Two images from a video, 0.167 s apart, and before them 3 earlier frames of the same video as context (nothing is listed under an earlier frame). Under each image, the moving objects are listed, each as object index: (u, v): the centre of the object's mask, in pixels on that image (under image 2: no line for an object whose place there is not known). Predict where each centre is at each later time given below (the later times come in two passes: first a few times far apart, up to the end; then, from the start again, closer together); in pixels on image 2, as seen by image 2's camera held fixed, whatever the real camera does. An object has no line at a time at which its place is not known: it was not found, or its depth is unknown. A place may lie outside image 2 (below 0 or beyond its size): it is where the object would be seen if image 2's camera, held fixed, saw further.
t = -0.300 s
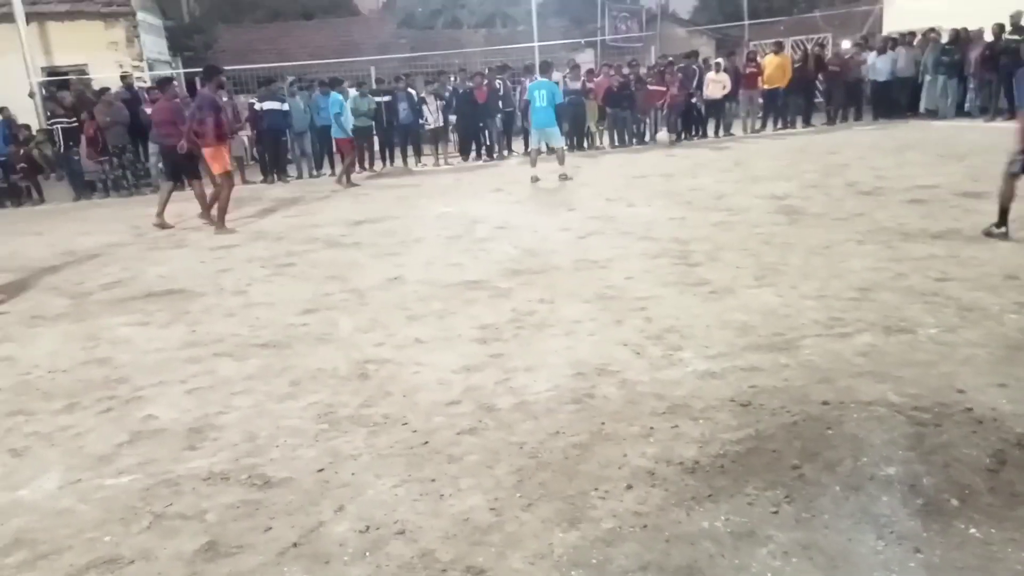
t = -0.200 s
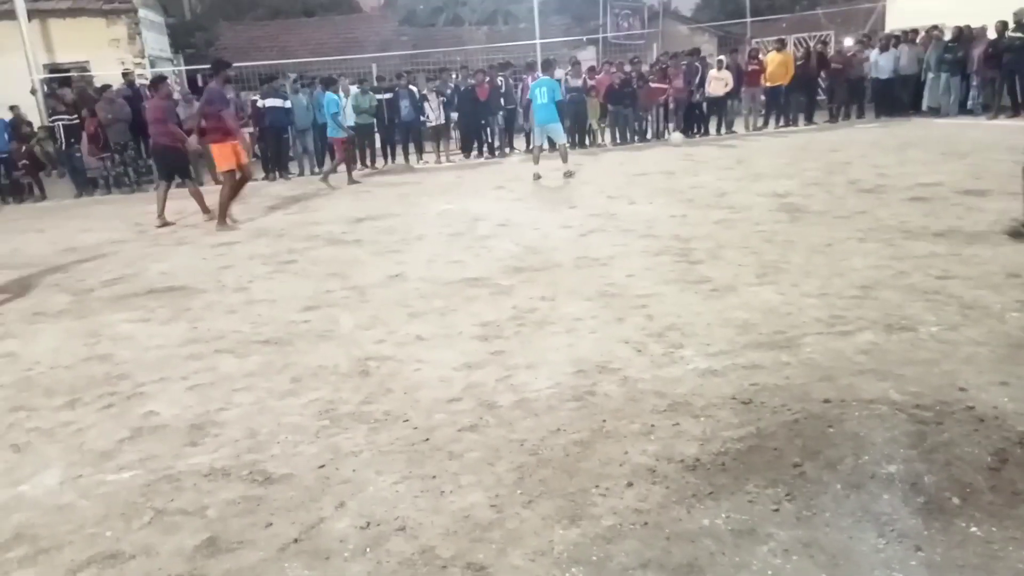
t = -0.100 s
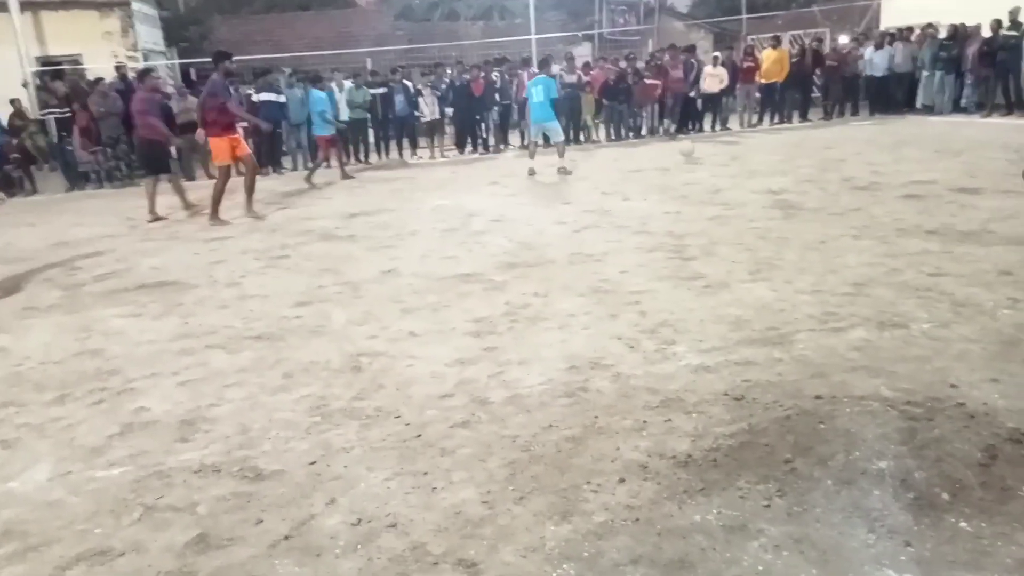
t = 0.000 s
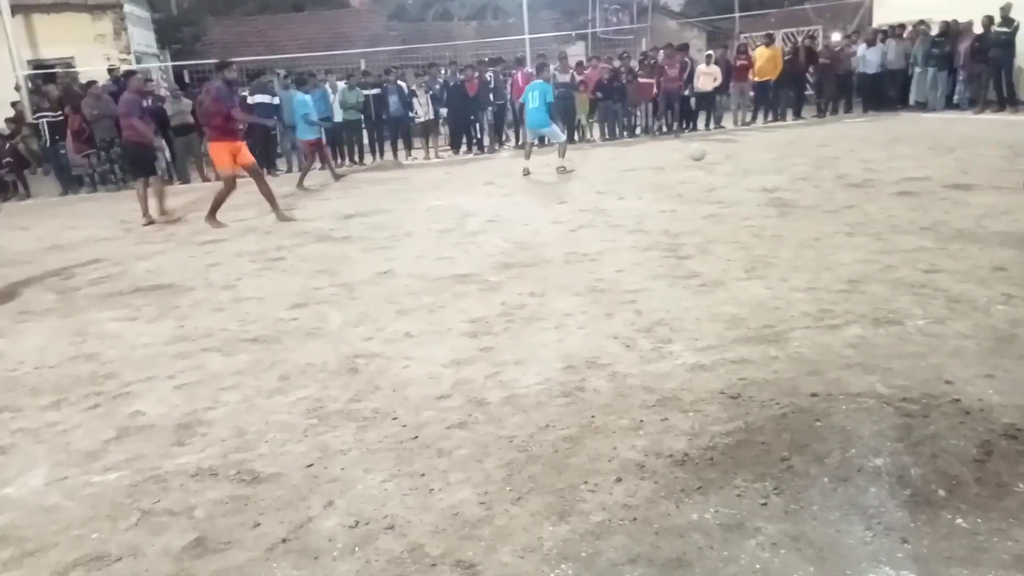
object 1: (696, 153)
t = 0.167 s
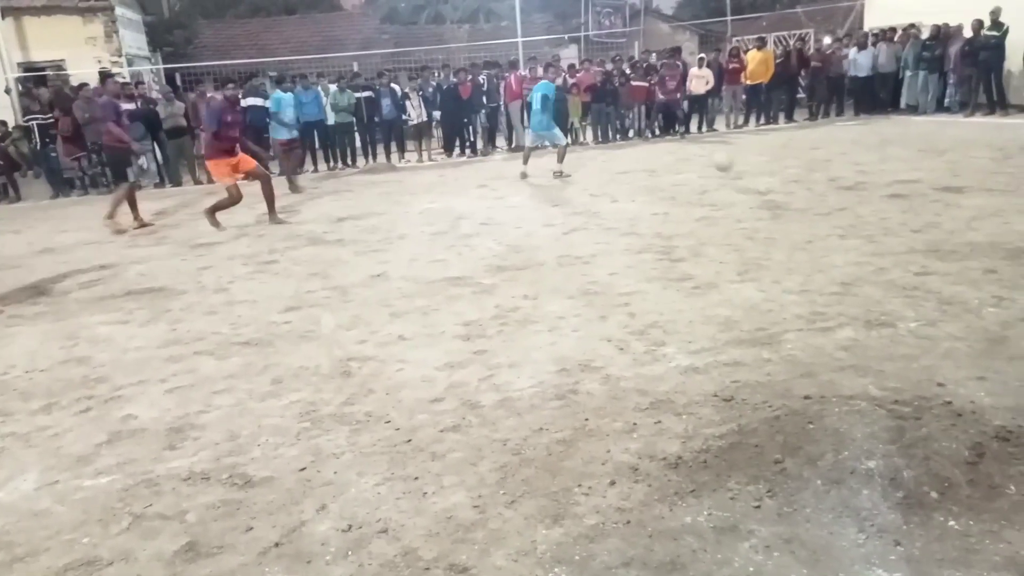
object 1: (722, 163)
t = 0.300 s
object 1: (757, 184)
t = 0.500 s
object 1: (805, 178)
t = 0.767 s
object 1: (902, 226)
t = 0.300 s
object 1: (757, 184)
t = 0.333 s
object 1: (763, 179)
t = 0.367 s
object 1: (771, 176)
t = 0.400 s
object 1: (779, 176)
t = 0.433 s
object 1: (787, 174)
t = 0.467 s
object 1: (796, 175)
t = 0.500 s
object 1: (805, 178)
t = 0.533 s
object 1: (815, 184)
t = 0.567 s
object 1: (825, 188)
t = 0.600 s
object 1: (837, 196)
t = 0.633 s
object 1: (847, 208)
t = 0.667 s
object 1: (860, 221)
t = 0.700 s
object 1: (872, 226)
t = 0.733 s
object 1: (886, 225)
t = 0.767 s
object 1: (902, 226)
